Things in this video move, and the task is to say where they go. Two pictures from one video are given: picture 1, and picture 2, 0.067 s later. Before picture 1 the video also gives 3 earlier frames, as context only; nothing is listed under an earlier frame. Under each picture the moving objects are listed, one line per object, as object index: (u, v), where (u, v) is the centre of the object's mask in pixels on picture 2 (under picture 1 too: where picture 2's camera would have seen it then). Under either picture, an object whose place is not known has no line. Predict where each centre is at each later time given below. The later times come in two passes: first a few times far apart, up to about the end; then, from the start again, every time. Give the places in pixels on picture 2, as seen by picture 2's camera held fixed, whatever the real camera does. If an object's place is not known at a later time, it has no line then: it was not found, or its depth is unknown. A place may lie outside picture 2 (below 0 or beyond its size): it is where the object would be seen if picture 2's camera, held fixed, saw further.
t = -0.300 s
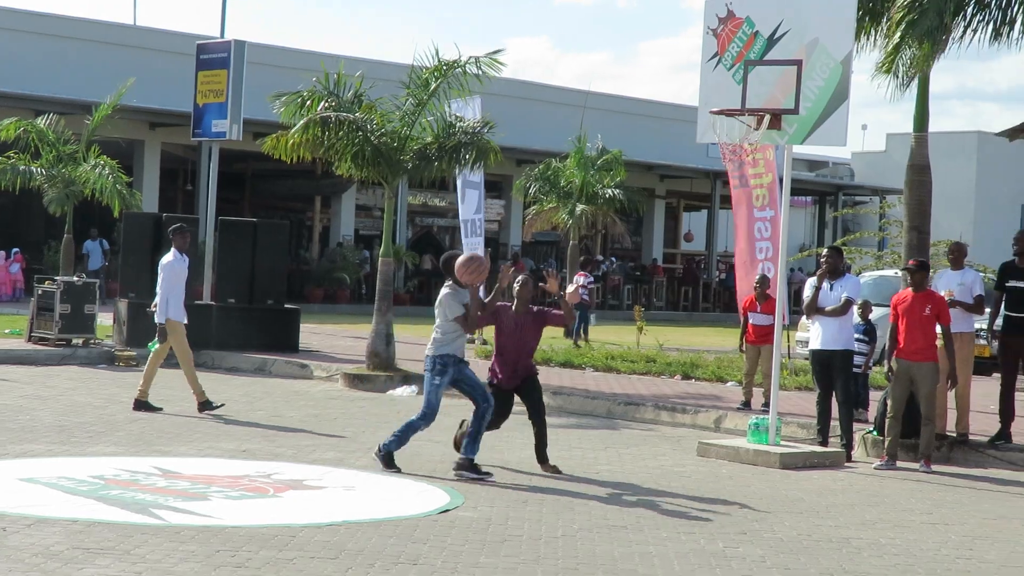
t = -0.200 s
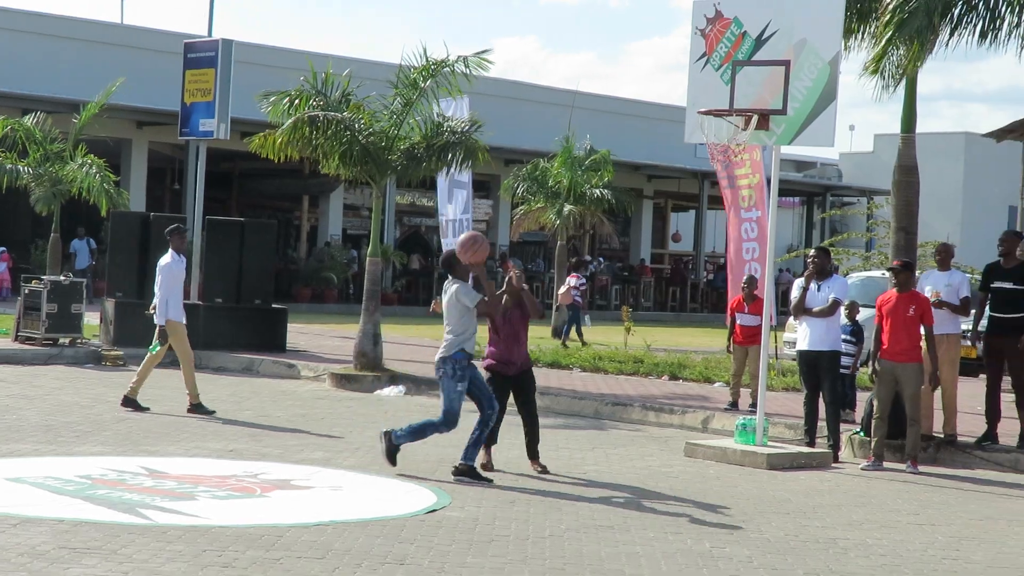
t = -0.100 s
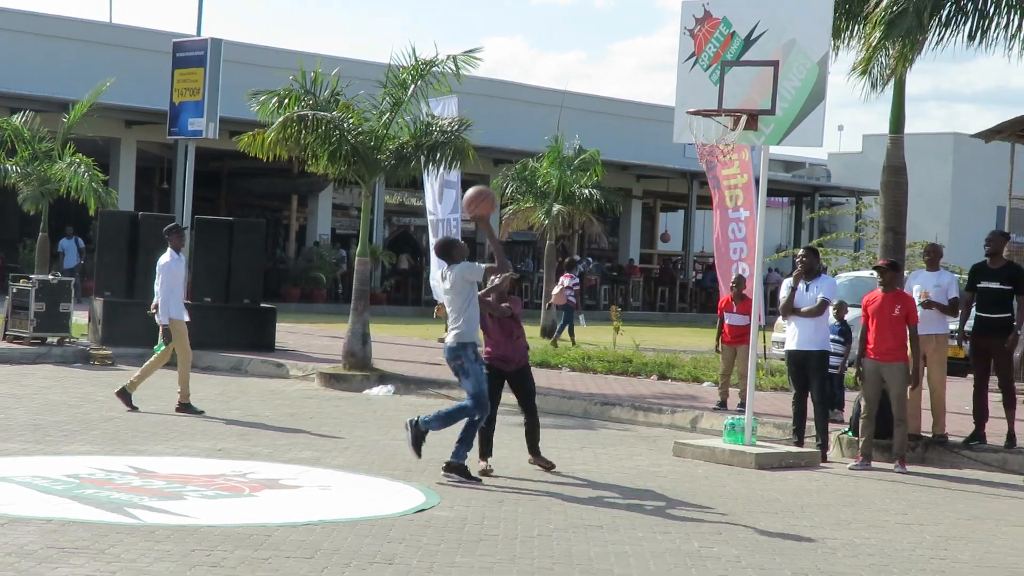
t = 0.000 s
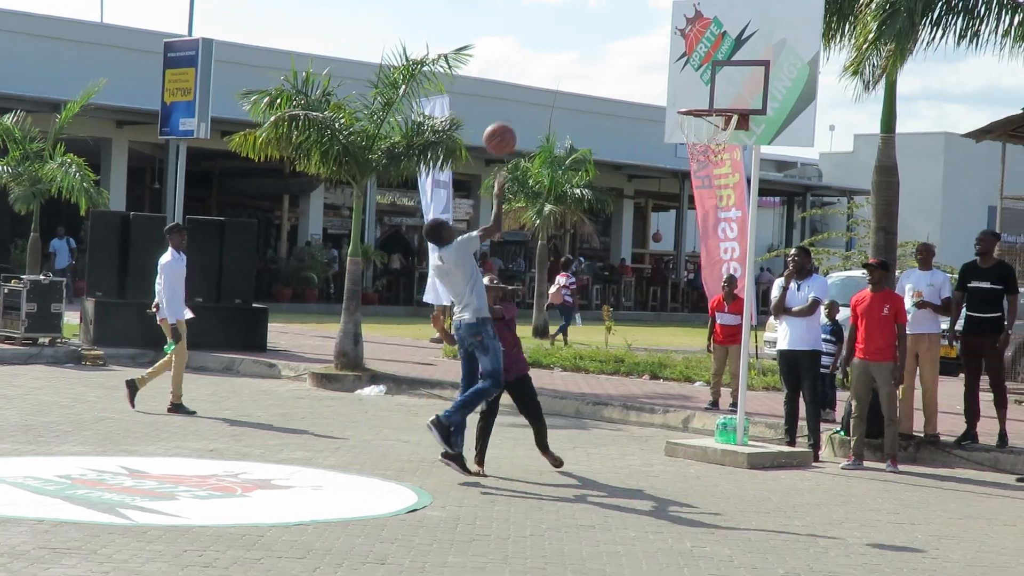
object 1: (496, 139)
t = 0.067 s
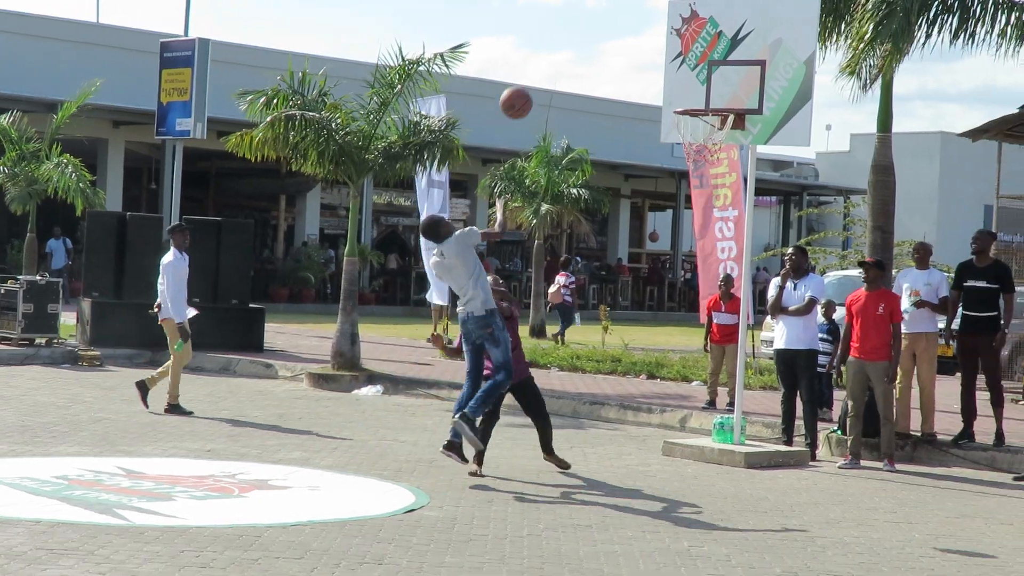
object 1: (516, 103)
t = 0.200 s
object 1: (553, 51)
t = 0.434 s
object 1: (610, 18)
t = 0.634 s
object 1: (652, 46)
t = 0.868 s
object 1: (688, 82)
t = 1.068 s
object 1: (693, 60)
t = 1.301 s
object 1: (674, 83)
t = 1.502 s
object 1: (643, 112)
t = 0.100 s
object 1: (526, 88)
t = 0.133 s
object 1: (535, 74)
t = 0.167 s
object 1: (544, 61)
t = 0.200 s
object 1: (553, 51)
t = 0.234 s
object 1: (562, 41)
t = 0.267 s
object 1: (570, 34)
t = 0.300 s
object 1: (579, 28)
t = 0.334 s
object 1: (587, 23)
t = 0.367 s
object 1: (595, 20)
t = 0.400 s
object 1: (603, 18)
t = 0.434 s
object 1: (610, 18)
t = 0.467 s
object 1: (618, 19)
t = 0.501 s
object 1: (625, 22)
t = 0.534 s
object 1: (632, 26)
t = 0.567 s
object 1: (639, 31)
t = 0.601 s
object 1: (646, 38)
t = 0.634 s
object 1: (652, 46)
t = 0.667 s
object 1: (659, 55)
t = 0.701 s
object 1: (665, 65)
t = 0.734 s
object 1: (671, 77)
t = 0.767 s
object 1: (677, 89)
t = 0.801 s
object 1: (682, 96)
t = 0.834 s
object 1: (685, 88)
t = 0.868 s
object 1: (688, 82)
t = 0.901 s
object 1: (690, 76)
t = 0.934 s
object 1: (693, 71)
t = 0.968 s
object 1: (696, 68)
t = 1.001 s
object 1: (698, 66)
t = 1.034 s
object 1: (695, 62)
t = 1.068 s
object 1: (693, 60)
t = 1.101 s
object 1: (690, 59)
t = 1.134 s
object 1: (688, 60)
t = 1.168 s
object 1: (685, 62)
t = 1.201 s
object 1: (682, 65)
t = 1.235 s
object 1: (680, 69)
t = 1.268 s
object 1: (676, 76)
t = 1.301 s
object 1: (674, 83)
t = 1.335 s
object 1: (671, 91)
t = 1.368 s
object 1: (667, 101)
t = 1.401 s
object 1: (662, 102)
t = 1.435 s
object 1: (655, 104)
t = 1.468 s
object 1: (649, 107)
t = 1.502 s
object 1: (643, 112)
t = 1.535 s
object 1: (636, 118)
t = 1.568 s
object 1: (630, 125)
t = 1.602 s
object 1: (623, 134)
